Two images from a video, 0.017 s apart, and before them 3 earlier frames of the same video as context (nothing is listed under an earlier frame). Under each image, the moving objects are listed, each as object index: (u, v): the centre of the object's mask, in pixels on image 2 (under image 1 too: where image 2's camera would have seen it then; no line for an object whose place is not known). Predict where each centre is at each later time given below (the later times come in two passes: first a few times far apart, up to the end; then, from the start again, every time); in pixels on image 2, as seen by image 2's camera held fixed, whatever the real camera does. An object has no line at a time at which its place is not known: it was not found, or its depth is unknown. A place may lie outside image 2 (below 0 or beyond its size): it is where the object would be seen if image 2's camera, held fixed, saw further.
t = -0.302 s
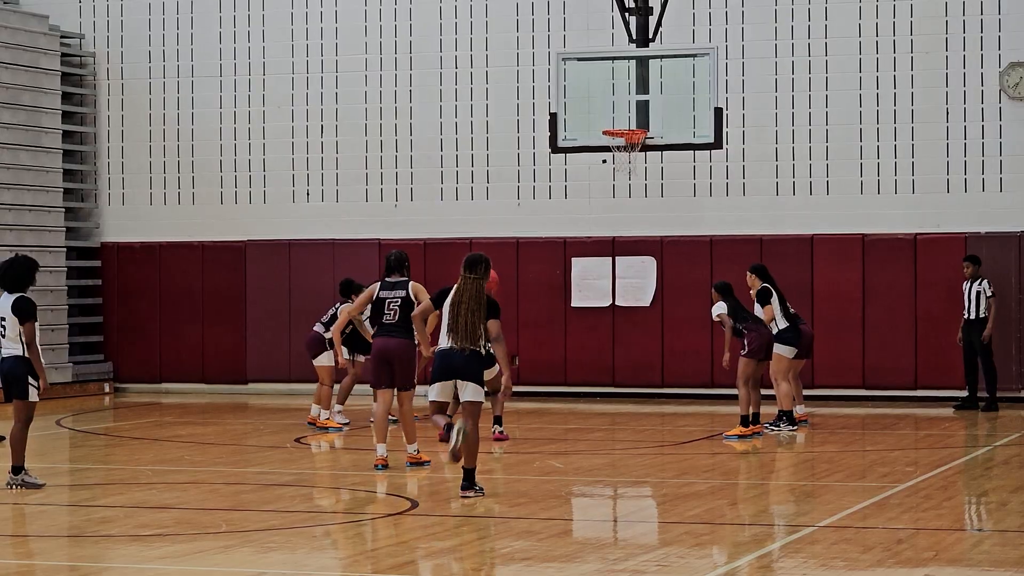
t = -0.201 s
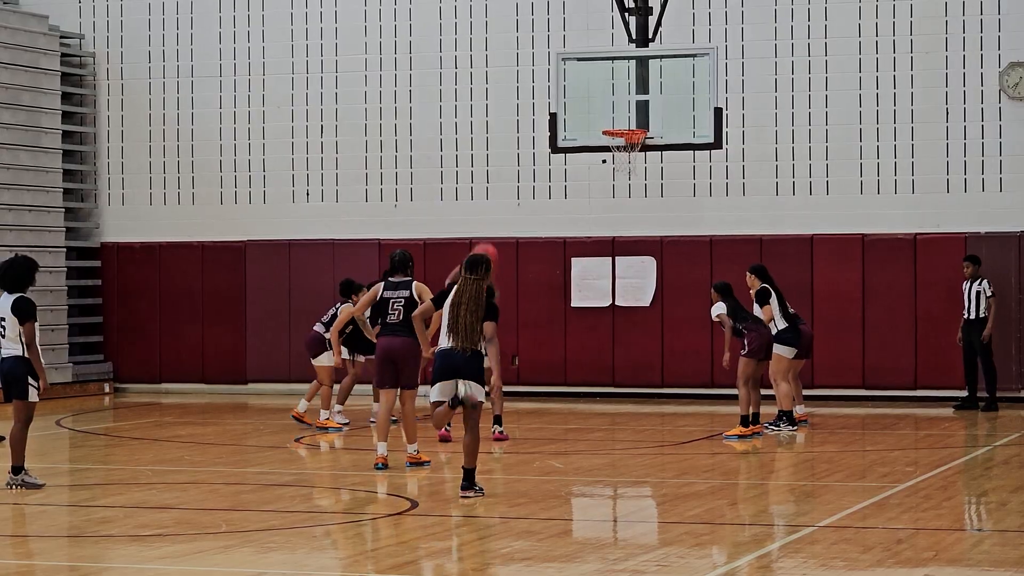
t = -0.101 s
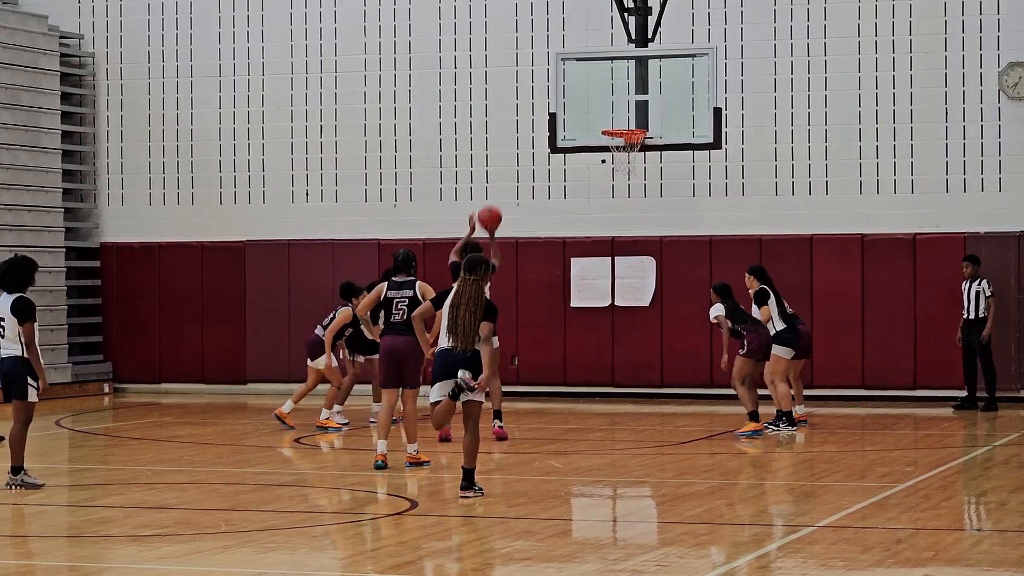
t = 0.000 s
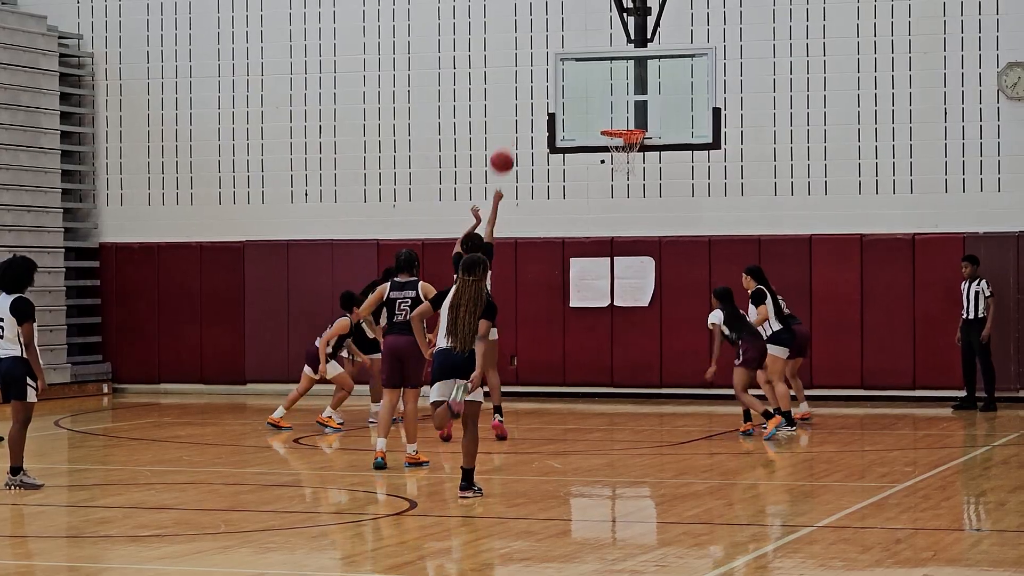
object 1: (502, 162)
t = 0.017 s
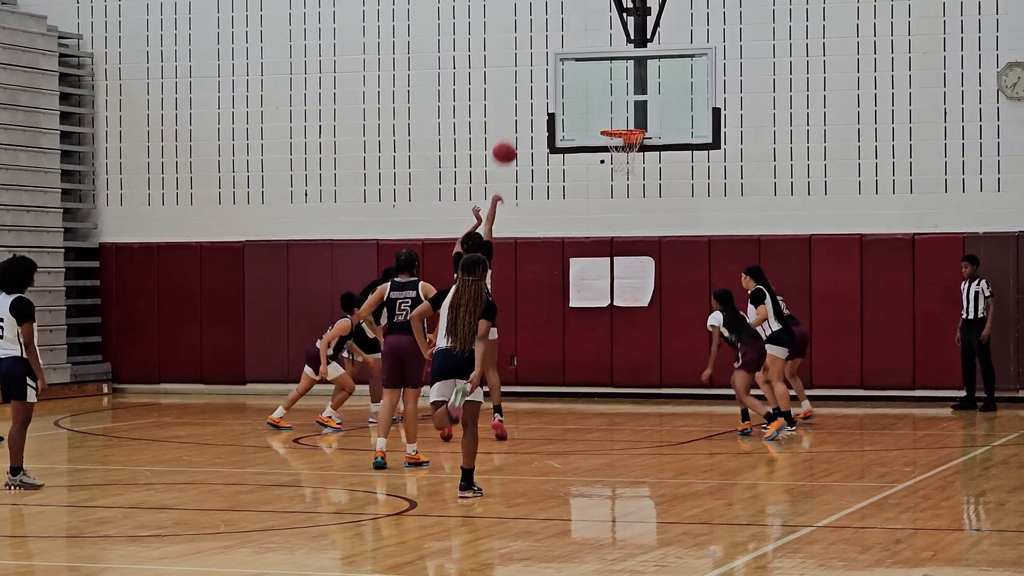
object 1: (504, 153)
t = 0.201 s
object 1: (532, 74)
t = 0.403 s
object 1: (561, 33)
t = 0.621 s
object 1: (590, 34)
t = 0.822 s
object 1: (615, 73)
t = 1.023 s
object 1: (619, 121)
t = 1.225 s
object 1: (547, 117)
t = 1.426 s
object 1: (475, 149)
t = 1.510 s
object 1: (444, 173)
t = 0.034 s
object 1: (507, 144)
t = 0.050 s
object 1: (509, 136)
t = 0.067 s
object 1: (512, 127)
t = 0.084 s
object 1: (514, 119)
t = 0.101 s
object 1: (517, 112)
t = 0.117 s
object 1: (520, 105)
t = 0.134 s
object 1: (522, 98)
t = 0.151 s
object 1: (524, 92)
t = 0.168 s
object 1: (527, 86)
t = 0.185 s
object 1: (530, 80)
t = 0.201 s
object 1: (532, 74)
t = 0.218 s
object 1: (535, 69)
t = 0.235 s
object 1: (537, 64)
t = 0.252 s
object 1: (539, 60)
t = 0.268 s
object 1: (542, 56)
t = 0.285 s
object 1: (544, 51)
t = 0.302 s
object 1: (547, 48)
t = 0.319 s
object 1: (549, 45)
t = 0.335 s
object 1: (552, 42)
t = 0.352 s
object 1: (554, 39)
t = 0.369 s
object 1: (556, 37)
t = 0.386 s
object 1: (558, 35)
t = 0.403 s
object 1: (561, 33)
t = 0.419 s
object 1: (563, 31)
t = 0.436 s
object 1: (565, 30)
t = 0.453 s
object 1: (568, 29)
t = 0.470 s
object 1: (570, 28)
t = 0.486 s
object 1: (572, 28)
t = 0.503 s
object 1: (575, 27)
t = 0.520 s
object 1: (577, 28)
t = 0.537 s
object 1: (579, 28)
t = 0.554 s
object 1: (581, 29)
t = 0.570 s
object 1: (583, 30)
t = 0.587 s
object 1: (586, 31)
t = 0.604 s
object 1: (588, 32)
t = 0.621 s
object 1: (590, 34)
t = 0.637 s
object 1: (592, 36)
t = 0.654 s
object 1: (594, 38)
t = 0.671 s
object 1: (596, 40)
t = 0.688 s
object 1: (598, 43)
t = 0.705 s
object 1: (600, 46)
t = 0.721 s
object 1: (602, 49)
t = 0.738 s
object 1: (605, 52)
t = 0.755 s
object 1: (607, 56)
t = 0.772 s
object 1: (609, 59)
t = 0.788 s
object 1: (611, 64)
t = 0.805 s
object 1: (613, 68)
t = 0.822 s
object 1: (615, 73)
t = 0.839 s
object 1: (617, 77)
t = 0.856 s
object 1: (619, 82)
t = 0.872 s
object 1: (621, 88)
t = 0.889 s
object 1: (623, 93)
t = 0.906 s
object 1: (625, 98)
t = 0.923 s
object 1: (627, 105)
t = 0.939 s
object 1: (629, 111)
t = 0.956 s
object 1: (631, 117)
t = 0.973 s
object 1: (633, 122)
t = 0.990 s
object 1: (632, 123)
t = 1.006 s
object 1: (626, 122)
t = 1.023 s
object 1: (619, 121)
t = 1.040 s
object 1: (613, 119)
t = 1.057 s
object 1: (607, 118)
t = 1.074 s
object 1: (601, 117)
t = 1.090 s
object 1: (595, 116)
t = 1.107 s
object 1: (589, 115)
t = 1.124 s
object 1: (583, 114)
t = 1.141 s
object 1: (577, 114)
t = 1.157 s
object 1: (571, 114)
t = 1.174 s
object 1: (565, 114)
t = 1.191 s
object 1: (559, 115)
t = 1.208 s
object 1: (553, 116)
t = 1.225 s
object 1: (547, 117)
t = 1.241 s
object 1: (541, 118)
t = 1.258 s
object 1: (535, 119)
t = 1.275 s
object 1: (529, 121)
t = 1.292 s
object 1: (523, 123)
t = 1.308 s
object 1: (516, 125)
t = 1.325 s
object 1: (511, 128)
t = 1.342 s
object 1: (505, 131)
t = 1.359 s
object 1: (499, 134)
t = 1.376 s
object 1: (493, 137)
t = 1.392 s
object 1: (487, 141)
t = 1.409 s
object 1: (480, 145)
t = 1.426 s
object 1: (475, 149)
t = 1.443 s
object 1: (469, 153)
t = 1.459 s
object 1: (462, 158)
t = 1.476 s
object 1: (456, 163)
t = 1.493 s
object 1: (450, 168)
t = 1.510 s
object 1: (444, 173)
